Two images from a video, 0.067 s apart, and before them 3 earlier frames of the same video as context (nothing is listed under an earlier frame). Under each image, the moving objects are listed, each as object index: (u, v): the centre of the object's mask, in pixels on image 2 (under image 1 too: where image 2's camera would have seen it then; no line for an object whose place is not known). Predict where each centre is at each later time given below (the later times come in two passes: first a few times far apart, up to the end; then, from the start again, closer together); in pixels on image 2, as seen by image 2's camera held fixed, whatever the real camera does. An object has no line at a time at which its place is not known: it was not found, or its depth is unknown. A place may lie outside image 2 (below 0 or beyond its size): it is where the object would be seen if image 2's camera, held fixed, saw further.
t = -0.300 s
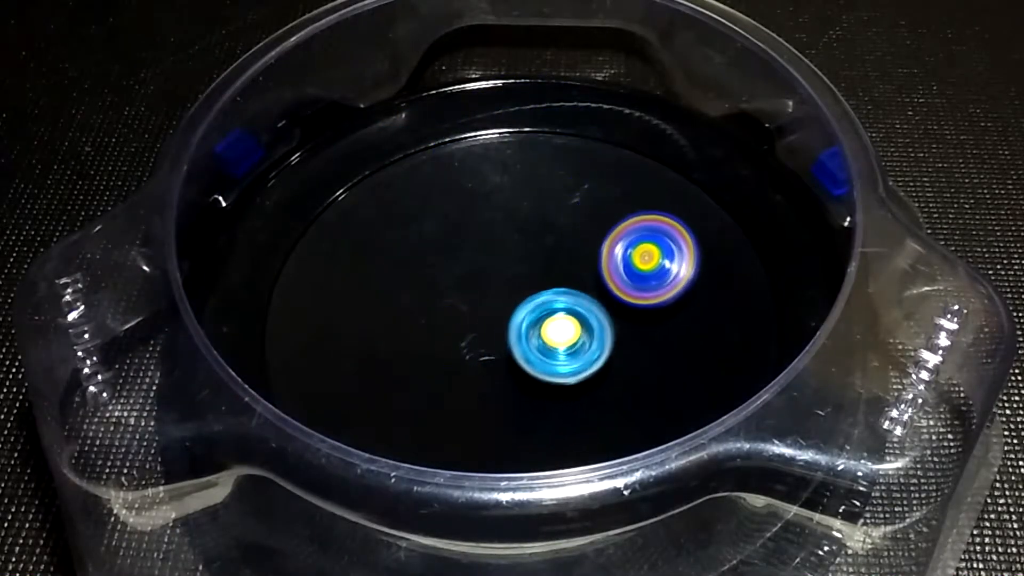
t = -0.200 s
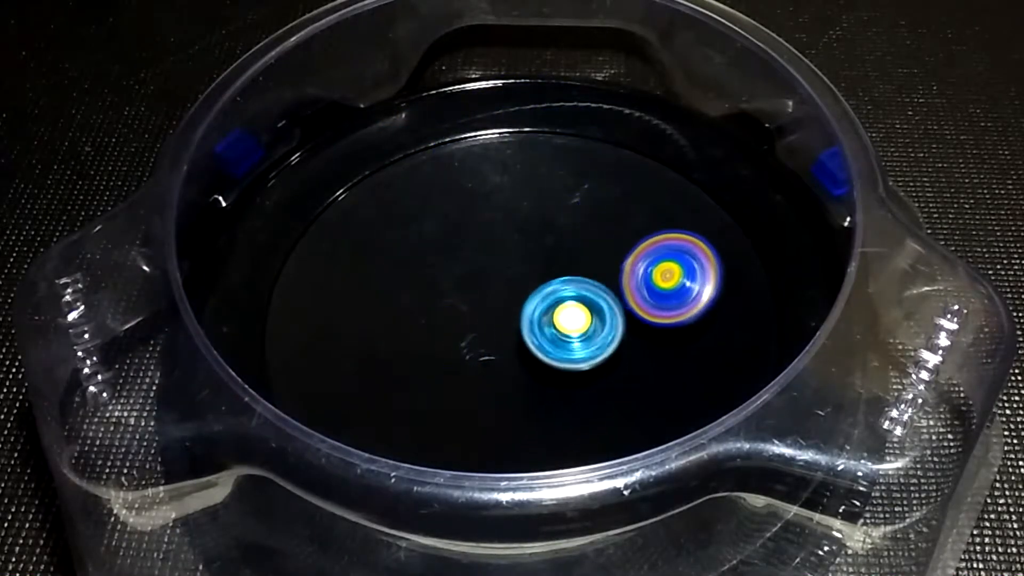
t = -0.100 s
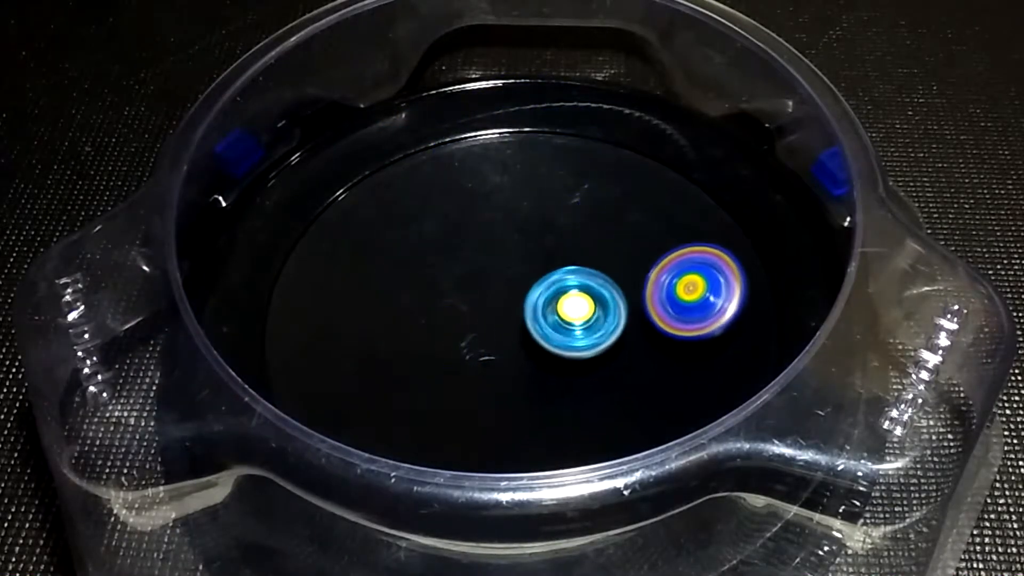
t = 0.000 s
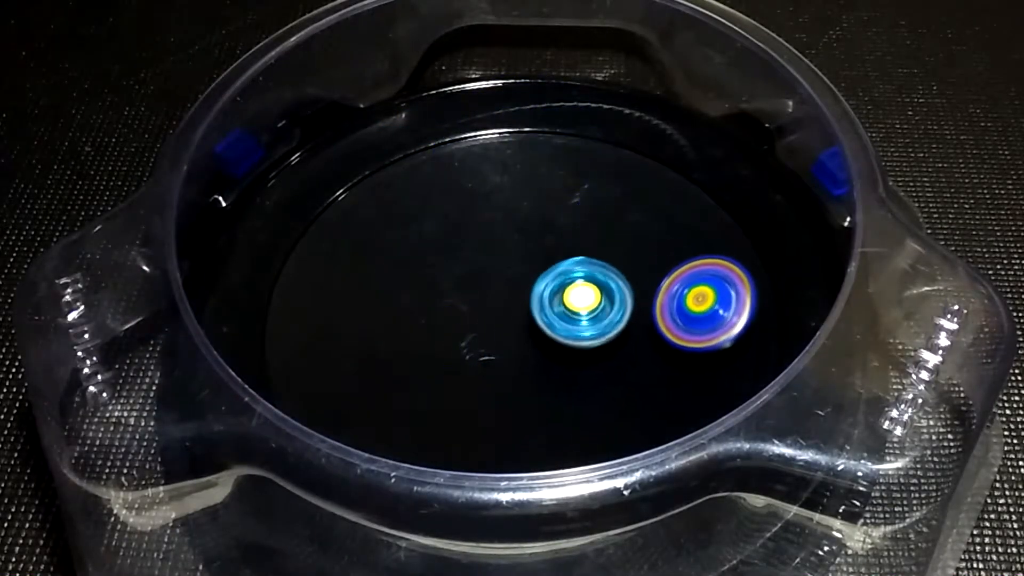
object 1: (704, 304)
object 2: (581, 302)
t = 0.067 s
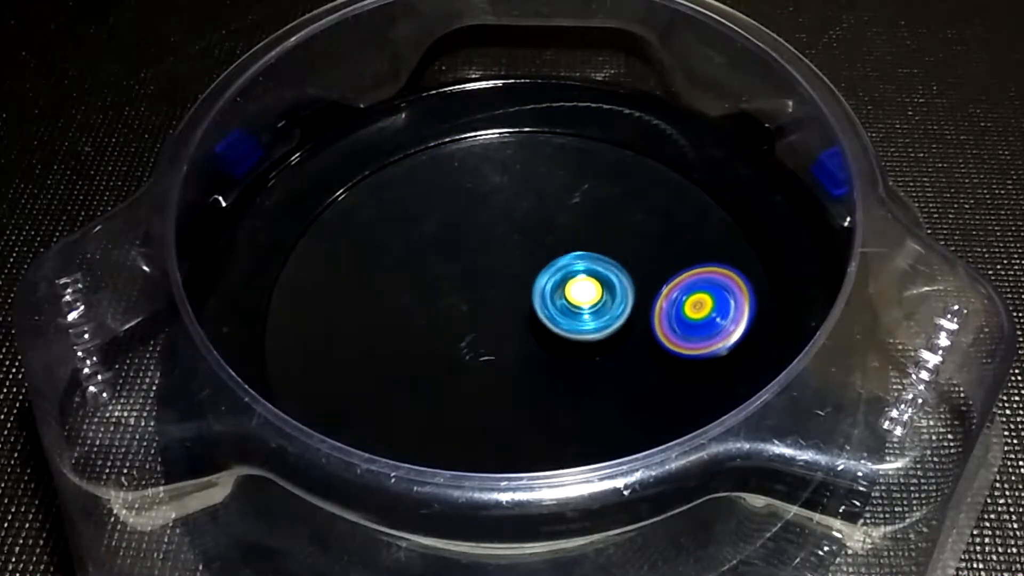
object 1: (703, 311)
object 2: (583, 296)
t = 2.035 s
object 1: (484, 206)
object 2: (516, 301)
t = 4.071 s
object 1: (416, 336)
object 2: (509, 286)
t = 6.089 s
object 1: (513, 370)
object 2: (432, 294)
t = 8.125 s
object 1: (573, 303)
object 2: (460, 305)
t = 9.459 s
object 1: (494, 265)
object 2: (550, 353)
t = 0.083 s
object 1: (701, 313)
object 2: (583, 294)
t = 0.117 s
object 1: (697, 317)
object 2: (583, 292)
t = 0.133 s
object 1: (694, 318)
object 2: (582, 290)
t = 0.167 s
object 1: (687, 322)
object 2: (582, 287)
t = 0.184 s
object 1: (684, 324)
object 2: (581, 286)
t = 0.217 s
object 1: (675, 328)
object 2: (579, 283)
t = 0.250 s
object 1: (665, 332)
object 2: (578, 281)
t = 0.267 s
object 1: (660, 333)
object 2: (576, 280)
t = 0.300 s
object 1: (649, 338)
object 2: (573, 277)
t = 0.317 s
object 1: (643, 340)
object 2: (572, 277)
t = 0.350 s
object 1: (633, 345)
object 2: (568, 275)
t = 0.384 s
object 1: (620, 351)
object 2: (565, 273)
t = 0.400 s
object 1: (614, 353)
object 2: (563, 273)
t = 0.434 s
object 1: (602, 359)
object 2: (559, 272)
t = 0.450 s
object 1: (596, 361)
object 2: (557, 272)
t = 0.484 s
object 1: (584, 368)
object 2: (553, 272)
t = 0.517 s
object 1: (571, 375)
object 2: (549, 272)
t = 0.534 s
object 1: (565, 378)
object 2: (547, 272)
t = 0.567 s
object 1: (551, 384)
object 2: (542, 273)
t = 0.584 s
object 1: (545, 387)
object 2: (540, 273)
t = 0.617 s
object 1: (532, 393)
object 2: (536, 274)
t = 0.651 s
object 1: (520, 398)
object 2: (532, 275)
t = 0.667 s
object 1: (513, 401)
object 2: (530, 276)
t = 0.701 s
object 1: (501, 406)
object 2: (526, 277)
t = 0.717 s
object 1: (494, 408)
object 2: (524, 278)
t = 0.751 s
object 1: (482, 412)
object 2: (521, 279)
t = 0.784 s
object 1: (471, 415)
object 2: (517, 280)
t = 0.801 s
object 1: (465, 416)
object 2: (515, 281)
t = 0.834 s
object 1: (454, 418)
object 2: (512, 283)
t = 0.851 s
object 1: (449, 419)
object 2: (511, 284)
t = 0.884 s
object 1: (438, 420)
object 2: (507, 285)
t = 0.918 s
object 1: (429, 420)
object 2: (504, 287)
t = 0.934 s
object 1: (424, 420)
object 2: (503, 288)
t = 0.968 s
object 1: (415, 419)
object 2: (500, 290)
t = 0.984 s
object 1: (410, 418)
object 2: (499, 291)
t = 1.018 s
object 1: (402, 416)
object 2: (496, 292)
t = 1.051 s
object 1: (395, 413)
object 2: (494, 294)
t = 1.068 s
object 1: (391, 411)
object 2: (493, 295)
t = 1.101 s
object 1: (384, 407)
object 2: (491, 296)
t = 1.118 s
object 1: (381, 405)
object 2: (490, 297)
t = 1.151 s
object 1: (375, 399)
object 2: (489, 299)
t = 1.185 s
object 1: (370, 394)
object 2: (488, 300)
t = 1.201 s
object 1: (369, 391)
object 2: (487, 301)
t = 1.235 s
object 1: (365, 383)
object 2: (487, 303)
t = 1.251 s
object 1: (363, 379)
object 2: (486, 303)
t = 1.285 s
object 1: (361, 372)
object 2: (486, 305)
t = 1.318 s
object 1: (360, 363)
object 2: (486, 306)
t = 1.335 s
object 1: (359, 359)
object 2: (486, 307)
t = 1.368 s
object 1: (359, 350)
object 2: (486, 308)
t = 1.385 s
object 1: (360, 346)
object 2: (486, 309)
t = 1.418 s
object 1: (361, 336)
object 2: (487, 310)
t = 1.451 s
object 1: (362, 327)
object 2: (488, 310)
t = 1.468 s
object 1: (363, 323)
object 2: (489, 311)
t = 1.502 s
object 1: (366, 314)
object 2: (490, 312)
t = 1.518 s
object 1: (368, 310)
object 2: (490, 312)
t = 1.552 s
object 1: (371, 301)
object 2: (492, 312)
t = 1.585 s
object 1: (377, 293)
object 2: (493, 312)
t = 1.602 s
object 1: (379, 289)
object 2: (494, 312)
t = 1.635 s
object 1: (385, 281)
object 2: (496, 312)
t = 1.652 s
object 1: (388, 277)
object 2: (497, 312)
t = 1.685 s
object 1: (395, 269)
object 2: (499, 311)
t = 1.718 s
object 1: (401, 262)
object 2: (501, 310)
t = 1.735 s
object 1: (406, 259)
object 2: (502, 310)
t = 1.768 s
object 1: (415, 252)
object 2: (504, 309)
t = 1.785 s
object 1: (419, 249)
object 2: (505, 308)
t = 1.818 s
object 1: (428, 243)
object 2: (506, 307)
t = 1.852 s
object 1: (437, 236)
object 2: (508, 306)
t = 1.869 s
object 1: (440, 233)
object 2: (508, 306)
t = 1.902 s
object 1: (450, 227)
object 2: (510, 304)
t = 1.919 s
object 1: (454, 224)
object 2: (511, 304)
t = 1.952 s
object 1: (462, 218)
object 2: (512, 303)
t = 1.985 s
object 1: (471, 214)
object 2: (514, 302)
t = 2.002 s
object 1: (475, 211)
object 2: (514, 301)
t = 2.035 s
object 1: (484, 206)
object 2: (516, 301)
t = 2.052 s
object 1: (489, 204)
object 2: (517, 300)
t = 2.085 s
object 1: (498, 200)
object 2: (518, 299)
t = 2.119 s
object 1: (506, 196)
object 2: (520, 298)
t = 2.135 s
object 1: (511, 195)
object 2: (520, 297)
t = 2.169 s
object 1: (519, 192)
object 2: (522, 296)
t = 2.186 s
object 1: (523, 191)
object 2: (522, 296)
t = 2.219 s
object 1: (532, 189)
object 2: (524, 295)
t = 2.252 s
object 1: (540, 188)
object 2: (525, 294)
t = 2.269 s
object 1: (544, 187)
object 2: (526, 294)
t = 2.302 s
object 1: (552, 187)
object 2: (527, 293)
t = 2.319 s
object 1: (556, 187)
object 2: (528, 292)
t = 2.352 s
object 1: (564, 188)
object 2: (529, 292)
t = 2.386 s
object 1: (572, 189)
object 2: (530, 291)
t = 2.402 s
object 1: (576, 189)
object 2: (531, 291)
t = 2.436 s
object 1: (583, 192)
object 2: (532, 290)
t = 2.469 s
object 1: (590, 195)
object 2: (533, 289)
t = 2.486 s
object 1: (594, 197)
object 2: (534, 289)
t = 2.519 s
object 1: (600, 200)
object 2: (535, 288)
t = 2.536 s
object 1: (603, 202)
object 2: (535, 288)
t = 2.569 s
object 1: (609, 207)
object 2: (536, 288)
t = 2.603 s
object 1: (615, 212)
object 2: (537, 288)
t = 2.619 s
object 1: (617, 215)
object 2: (538, 287)
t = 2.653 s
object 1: (622, 221)
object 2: (539, 287)
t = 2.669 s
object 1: (624, 224)
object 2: (539, 287)
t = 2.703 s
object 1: (627, 230)
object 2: (540, 287)
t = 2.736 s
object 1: (631, 238)
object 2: (540, 287)
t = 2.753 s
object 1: (633, 241)
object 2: (540, 287)
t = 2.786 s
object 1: (635, 249)
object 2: (541, 287)
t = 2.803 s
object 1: (637, 252)
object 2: (539, 286)
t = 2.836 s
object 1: (640, 261)
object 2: (531, 287)
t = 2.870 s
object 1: (642, 268)
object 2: (526, 288)
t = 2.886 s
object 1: (642, 272)
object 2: (525, 289)
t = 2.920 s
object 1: (642, 280)
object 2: (522, 290)
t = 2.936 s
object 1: (642, 284)
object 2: (520, 290)
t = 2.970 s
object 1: (642, 292)
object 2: (517, 291)
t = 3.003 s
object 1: (640, 300)
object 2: (515, 291)
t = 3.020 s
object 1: (639, 304)
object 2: (514, 292)
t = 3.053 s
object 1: (637, 313)
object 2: (511, 293)
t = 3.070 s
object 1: (635, 317)
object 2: (509, 293)
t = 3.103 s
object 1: (632, 325)
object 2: (506, 294)
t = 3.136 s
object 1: (627, 333)
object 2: (504, 295)
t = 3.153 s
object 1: (625, 337)
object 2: (502, 296)
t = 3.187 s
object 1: (620, 344)
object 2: (500, 297)
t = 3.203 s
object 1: (616, 348)
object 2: (499, 297)
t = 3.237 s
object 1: (610, 355)
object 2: (496, 298)
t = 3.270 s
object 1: (603, 361)
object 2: (494, 299)
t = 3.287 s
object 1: (599, 364)
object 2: (493, 299)
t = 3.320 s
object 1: (591, 369)
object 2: (492, 300)
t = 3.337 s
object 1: (587, 372)
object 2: (491, 300)
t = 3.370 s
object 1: (578, 377)
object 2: (489, 301)
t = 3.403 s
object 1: (569, 381)
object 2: (488, 302)
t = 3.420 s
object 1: (564, 382)
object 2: (488, 302)
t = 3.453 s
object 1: (554, 385)
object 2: (487, 303)
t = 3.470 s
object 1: (549, 387)
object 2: (486, 303)
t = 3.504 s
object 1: (539, 389)
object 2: (486, 303)
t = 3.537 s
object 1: (528, 390)
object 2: (486, 304)
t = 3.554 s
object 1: (523, 391)
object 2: (486, 304)
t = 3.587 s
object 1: (514, 391)
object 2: (486, 305)
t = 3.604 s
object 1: (508, 391)
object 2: (486, 304)
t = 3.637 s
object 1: (498, 391)
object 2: (487, 305)
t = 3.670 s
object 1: (489, 390)
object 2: (488, 305)
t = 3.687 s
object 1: (484, 389)
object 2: (489, 305)
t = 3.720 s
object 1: (475, 387)
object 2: (490, 304)
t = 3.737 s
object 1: (470, 386)
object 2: (491, 303)
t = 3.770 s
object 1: (463, 384)
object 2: (494, 301)
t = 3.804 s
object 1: (454, 381)
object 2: (495, 300)
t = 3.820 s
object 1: (450, 379)
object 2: (495, 299)
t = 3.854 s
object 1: (444, 376)
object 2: (497, 297)
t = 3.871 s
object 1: (440, 373)
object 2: (498, 296)
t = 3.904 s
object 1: (434, 367)
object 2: (500, 294)
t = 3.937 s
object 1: (430, 362)
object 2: (501, 293)
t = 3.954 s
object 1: (427, 359)
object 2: (502, 292)
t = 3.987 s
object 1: (423, 353)
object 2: (504, 290)
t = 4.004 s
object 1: (421, 350)
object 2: (505, 289)
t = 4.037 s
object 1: (419, 343)
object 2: (507, 288)
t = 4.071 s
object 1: (416, 336)
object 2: (509, 286)
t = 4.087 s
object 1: (416, 333)
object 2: (511, 285)
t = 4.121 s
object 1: (415, 325)
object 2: (513, 284)
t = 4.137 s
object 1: (415, 321)
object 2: (514, 284)
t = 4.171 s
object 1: (416, 315)
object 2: (516, 282)
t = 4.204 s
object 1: (417, 307)
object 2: (519, 281)
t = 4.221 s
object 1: (418, 304)
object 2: (520, 281)
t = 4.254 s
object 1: (421, 297)
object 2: (522, 280)
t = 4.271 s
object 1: (422, 293)
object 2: (524, 280)
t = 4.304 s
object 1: (424, 286)
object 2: (527, 279)
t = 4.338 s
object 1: (428, 279)
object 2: (531, 279)
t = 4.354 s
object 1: (431, 276)
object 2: (533, 278)
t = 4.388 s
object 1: (435, 269)
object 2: (537, 278)
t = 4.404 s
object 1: (438, 267)
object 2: (538, 277)
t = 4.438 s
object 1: (443, 260)
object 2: (542, 277)
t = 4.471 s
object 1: (448, 254)
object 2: (546, 278)
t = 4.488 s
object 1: (451, 251)
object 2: (548, 278)
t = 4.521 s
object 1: (457, 244)
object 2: (552, 278)
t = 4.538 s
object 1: (460, 242)
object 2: (554, 278)
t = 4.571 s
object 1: (468, 236)
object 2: (557, 279)
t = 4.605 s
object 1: (474, 231)
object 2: (559, 279)
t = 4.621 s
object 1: (478, 229)
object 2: (561, 279)
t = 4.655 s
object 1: (485, 225)
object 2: (563, 280)
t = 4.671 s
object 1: (489, 223)
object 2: (564, 281)
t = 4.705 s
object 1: (497, 220)
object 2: (565, 282)
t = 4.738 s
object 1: (504, 217)
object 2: (566, 283)
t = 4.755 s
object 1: (507, 216)
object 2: (566, 284)
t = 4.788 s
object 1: (516, 213)
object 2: (567, 286)
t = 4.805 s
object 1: (520, 212)
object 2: (567, 287)
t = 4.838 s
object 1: (527, 211)
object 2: (567, 290)
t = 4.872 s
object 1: (535, 209)
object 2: (567, 293)
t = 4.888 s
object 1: (539, 209)
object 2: (567, 295)
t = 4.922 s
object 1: (546, 209)
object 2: (567, 298)
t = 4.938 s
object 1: (550, 209)
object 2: (567, 299)
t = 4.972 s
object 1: (557, 209)
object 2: (566, 302)
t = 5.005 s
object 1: (564, 211)
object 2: (566, 306)
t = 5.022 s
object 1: (567, 212)
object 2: (565, 308)
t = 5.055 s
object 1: (573, 214)
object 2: (564, 311)
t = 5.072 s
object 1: (577, 215)
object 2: (563, 312)
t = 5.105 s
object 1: (582, 218)
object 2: (562, 315)
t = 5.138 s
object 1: (587, 222)
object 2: (560, 318)
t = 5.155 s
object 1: (590, 224)
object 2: (559, 320)
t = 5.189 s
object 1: (594, 228)
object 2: (556, 322)
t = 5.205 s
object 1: (596, 231)
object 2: (555, 323)
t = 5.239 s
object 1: (600, 235)
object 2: (551, 326)
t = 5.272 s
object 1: (603, 241)
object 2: (548, 328)
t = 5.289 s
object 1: (605, 244)
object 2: (546, 329)
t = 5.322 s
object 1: (606, 250)
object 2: (543, 331)
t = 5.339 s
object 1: (608, 253)
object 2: (540, 331)
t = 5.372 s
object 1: (609, 259)
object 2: (536, 333)
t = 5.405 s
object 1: (610, 267)
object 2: (532, 334)
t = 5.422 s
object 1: (610, 270)
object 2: (530, 335)
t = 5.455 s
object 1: (610, 277)
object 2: (524, 335)
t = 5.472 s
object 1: (611, 281)
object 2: (520, 336)
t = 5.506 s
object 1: (611, 288)
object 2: (514, 338)
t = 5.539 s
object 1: (610, 295)
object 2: (509, 338)
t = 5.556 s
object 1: (609, 298)
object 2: (506, 338)
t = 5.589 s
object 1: (605, 306)
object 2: (501, 339)
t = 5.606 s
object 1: (604, 309)
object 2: (499, 339)
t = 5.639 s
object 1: (600, 316)
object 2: (493, 339)
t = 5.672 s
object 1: (596, 323)
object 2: (488, 338)
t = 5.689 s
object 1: (594, 326)
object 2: (484, 337)
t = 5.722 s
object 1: (590, 332)
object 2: (477, 335)
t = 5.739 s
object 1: (588, 334)
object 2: (475, 334)
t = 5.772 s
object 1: (581, 340)
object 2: (470, 333)
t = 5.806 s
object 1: (575, 345)
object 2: (465, 331)
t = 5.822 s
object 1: (572, 348)
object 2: (462, 330)
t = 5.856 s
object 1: (564, 353)
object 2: (459, 328)
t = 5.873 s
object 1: (560, 354)
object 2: (457, 327)
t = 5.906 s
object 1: (554, 359)
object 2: (451, 321)
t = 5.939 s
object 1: (551, 363)
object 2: (443, 314)
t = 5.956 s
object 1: (547, 365)
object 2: (441, 312)
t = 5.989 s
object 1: (539, 367)
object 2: (437, 307)
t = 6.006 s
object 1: (535, 368)
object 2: (435, 305)
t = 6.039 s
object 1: (526, 370)
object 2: (433, 301)
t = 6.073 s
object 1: (518, 370)
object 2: (432, 297)
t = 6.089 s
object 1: (513, 370)
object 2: (432, 294)
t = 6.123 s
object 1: (505, 370)
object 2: (431, 290)
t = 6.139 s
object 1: (501, 369)
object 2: (431, 288)
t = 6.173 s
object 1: (494, 368)
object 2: (432, 284)
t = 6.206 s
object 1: (486, 366)
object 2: (434, 279)
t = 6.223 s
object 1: (484, 365)
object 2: (435, 277)
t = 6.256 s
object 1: (477, 362)
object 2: (437, 273)
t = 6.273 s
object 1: (474, 360)
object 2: (439, 271)
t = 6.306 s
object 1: (469, 357)
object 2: (442, 267)
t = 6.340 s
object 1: (465, 353)
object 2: (446, 263)
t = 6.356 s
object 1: (462, 351)
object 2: (449, 261)
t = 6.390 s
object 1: (458, 346)
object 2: (454, 258)
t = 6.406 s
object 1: (456, 344)
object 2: (456, 257)
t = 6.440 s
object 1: (452, 339)
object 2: (462, 254)
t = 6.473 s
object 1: (450, 334)
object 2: (468, 251)
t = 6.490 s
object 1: (449, 331)
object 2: (471, 250)
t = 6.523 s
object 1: (447, 327)
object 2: (478, 247)
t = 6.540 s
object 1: (445, 325)
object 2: (483, 245)
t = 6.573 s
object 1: (444, 322)
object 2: (490, 242)
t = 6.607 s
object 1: (446, 318)
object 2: (497, 241)
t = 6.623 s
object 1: (447, 316)
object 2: (501, 241)
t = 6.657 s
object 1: (452, 314)
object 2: (507, 241)
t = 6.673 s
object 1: (455, 313)
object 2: (510, 241)
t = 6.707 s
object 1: (458, 310)
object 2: (516, 241)
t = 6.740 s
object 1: (461, 308)
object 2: (523, 242)
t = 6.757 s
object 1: (463, 306)
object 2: (526, 243)
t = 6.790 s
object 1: (465, 303)
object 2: (532, 245)
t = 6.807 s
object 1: (467, 302)
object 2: (536, 245)
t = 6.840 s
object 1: (469, 298)
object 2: (542, 248)
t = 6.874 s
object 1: (470, 295)
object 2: (552, 250)
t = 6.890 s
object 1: (471, 293)
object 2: (555, 252)
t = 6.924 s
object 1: (475, 290)
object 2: (561, 256)
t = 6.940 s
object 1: (477, 288)
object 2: (563, 258)
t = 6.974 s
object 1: (479, 285)
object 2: (569, 263)
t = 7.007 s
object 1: (479, 283)
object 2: (574, 269)
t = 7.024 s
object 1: (479, 281)
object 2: (575, 272)
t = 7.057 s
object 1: (479, 279)
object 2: (576, 278)
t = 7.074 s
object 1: (480, 279)
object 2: (578, 281)
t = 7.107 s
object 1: (482, 278)
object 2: (578, 287)
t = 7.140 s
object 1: (484, 278)
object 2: (579, 294)
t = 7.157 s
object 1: (484, 279)
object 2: (579, 297)
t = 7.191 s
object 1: (486, 279)
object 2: (578, 303)
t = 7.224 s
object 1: (487, 280)
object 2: (577, 310)
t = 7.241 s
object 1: (488, 281)
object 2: (576, 313)
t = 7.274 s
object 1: (489, 281)
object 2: (574, 318)
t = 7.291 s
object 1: (490, 282)
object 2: (573, 321)
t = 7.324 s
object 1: (491, 282)
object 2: (569, 327)
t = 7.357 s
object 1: (494, 282)
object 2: (566, 332)
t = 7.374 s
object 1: (495, 281)
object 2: (565, 335)
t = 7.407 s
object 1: (498, 278)
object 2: (561, 342)
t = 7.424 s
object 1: (501, 277)
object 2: (558, 344)
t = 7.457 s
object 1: (506, 277)
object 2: (552, 348)
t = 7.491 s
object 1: (512, 278)
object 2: (546, 352)
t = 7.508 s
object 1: (515, 279)
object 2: (543, 353)
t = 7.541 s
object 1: (521, 277)
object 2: (535, 358)
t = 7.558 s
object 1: (524, 277)
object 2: (530, 360)
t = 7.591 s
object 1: (530, 276)
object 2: (522, 362)
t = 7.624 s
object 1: (535, 276)
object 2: (514, 362)
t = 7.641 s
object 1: (537, 277)
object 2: (509, 362)
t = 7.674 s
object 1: (542, 277)
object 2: (501, 361)
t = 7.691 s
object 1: (544, 278)
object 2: (497, 360)
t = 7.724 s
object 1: (549, 278)
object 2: (491, 359)
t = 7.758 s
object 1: (553, 280)
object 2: (485, 357)
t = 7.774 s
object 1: (555, 280)
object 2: (483, 356)
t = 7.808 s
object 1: (559, 282)
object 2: (478, 353)
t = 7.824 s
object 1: (560, 282)
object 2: (475, 352)
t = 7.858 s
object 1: (563, 284)
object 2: (470, 348)
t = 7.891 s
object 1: (566, 286)
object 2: (466, 344)
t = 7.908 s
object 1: (567, 287)
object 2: (464, 342)
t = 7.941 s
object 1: (570, 289)
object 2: (461, 337)
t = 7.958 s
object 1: (570, 290)
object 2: (459, 334)
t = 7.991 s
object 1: (572, 293)
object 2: (458, 329)
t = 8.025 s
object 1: (572, 295)
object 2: (458, 323)
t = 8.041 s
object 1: (573, 296)
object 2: (457, 320)
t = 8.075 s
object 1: (573, 299)
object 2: (458, 314)
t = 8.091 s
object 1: (574, 300)
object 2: (459, 311)
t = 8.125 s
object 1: (573, 303)
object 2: (460, 305)
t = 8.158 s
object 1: (572, 305)
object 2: (463, 298)
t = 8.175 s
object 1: (572, 306)
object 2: (464, 295)
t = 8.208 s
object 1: (570, 309)
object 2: (468, 289)
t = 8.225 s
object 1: (570, 310)
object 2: (469, 285)
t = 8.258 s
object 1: (568, 312)
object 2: (472, 280)
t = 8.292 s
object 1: (566, 314)
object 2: (476, 273)
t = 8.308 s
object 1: (564, 315)
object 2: (478, 270)
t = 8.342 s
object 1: (562, 317)
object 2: (483, 265)
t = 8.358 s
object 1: (560, 318)
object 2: (484, 262)
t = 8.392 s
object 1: (557, 319)
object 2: (489, 256)
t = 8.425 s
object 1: (553, 320)
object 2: (494, 251)
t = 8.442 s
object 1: (551, 321)
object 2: (496, 250)
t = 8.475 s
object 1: (547, 321)
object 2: (501, 246)
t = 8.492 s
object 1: (545, 321)
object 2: (503, 244)
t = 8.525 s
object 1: (541, 321)
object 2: (508, 241)
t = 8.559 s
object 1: (537, 321)
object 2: (513, 238)
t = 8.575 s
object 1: (534, 321)
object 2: (516, 237)
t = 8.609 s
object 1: (530, 321)
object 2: (522, 235)
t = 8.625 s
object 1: (528, 321)
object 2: (524, 235)
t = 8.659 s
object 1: (524, 320)
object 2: (530, 235)
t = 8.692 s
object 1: (520, 319)
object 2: (535, 234)
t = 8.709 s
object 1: (517, 318)
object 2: (538, 234)
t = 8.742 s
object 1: (514, 316)
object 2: (543, 234)
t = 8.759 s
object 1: (511, 315)
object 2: (546, 236)
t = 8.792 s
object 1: (508, 313)
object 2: (552, 237)
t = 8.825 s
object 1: (505, 311)
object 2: (556, 240)
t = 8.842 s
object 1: (503, 310)
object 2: (559, 241)
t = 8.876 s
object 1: (501, 307)
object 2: (563, 244)
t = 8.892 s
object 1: (499, 306)
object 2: (565, 247)
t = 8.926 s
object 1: (497, 303)
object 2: (569, 250)
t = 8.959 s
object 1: (494, 300)
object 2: (572, 255)
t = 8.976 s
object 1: (493, 299)
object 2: (574, 257)
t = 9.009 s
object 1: (492, 296)
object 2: (576, 263)
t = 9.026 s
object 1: (490, 295)
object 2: (577, 266)
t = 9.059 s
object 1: (489, 291)
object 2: (578, 272)
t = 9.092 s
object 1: (488, 289)
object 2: (579, 278)
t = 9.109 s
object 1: (486, 287)
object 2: (578, 282)
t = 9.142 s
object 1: (486, 284)
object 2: (578, 290)
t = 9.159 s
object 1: (485, 283)
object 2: (577, 294)
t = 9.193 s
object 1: (485, 280)
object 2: (577, 302)
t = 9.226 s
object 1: (486, 278)
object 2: (574, 310)
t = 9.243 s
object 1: (486, 277)
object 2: (574, 314)
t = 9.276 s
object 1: (486, 274)
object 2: (571, 320)
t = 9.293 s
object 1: (487, 274)
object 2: (570, 324)
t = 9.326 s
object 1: (487, 271)
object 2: (567, 331)
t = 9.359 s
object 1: (489, 269)
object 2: (563, 338)
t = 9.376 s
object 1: (490, 268)
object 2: (561, 340)
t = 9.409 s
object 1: (491, 267)
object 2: (557, 346)
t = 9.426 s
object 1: (492, 266)
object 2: (555, 348)
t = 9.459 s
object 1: (494, 265)
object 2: (550, 353)
